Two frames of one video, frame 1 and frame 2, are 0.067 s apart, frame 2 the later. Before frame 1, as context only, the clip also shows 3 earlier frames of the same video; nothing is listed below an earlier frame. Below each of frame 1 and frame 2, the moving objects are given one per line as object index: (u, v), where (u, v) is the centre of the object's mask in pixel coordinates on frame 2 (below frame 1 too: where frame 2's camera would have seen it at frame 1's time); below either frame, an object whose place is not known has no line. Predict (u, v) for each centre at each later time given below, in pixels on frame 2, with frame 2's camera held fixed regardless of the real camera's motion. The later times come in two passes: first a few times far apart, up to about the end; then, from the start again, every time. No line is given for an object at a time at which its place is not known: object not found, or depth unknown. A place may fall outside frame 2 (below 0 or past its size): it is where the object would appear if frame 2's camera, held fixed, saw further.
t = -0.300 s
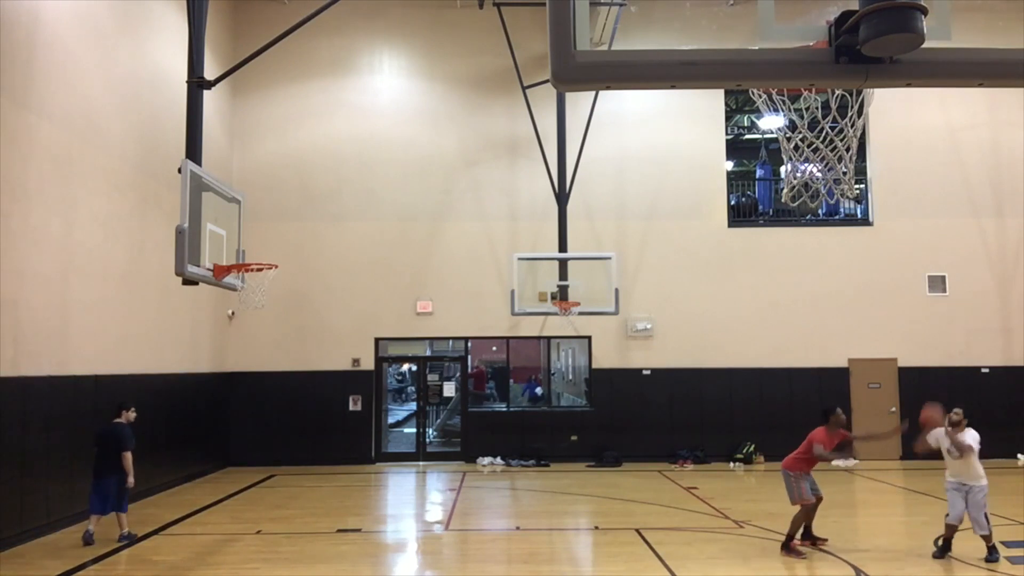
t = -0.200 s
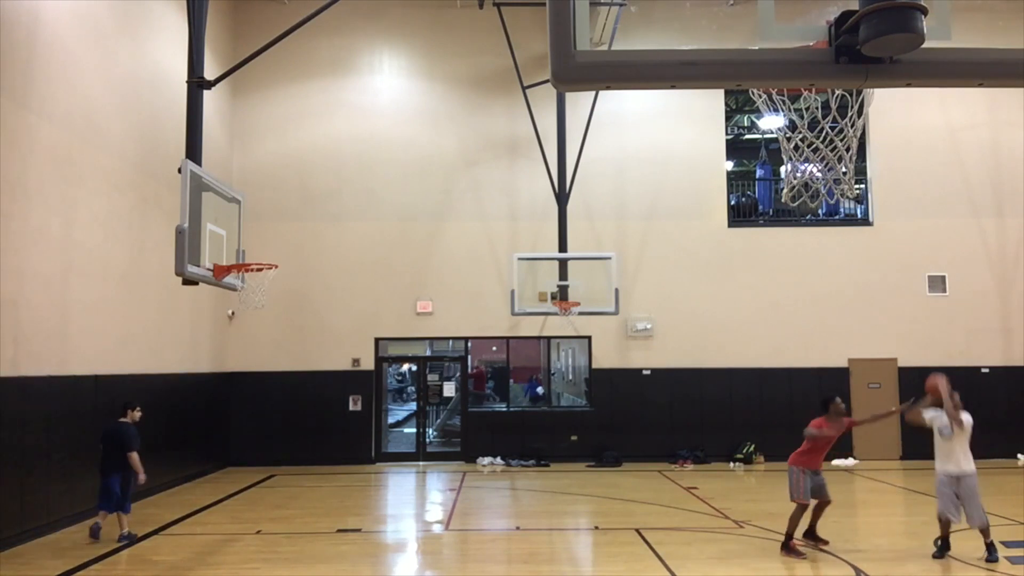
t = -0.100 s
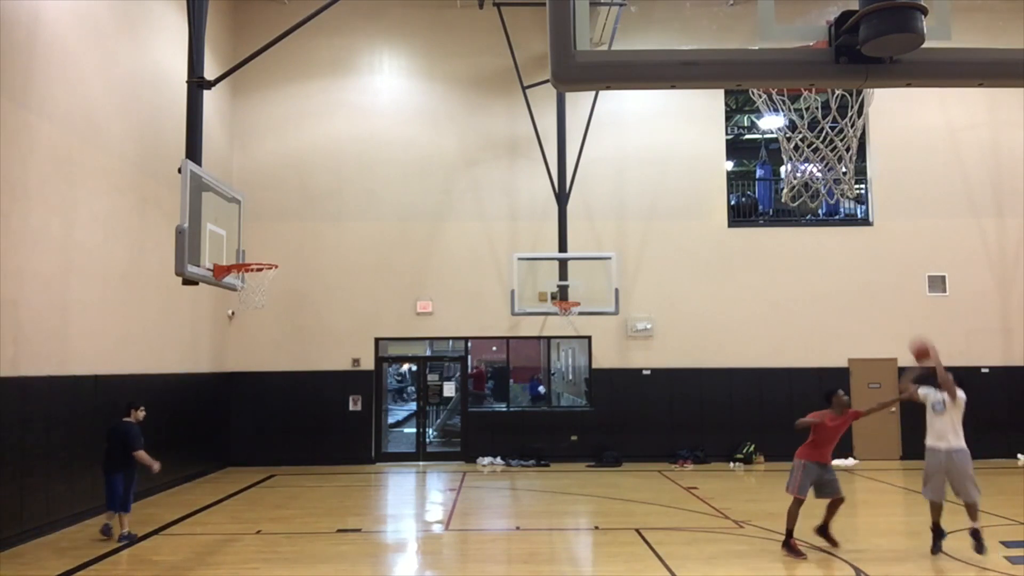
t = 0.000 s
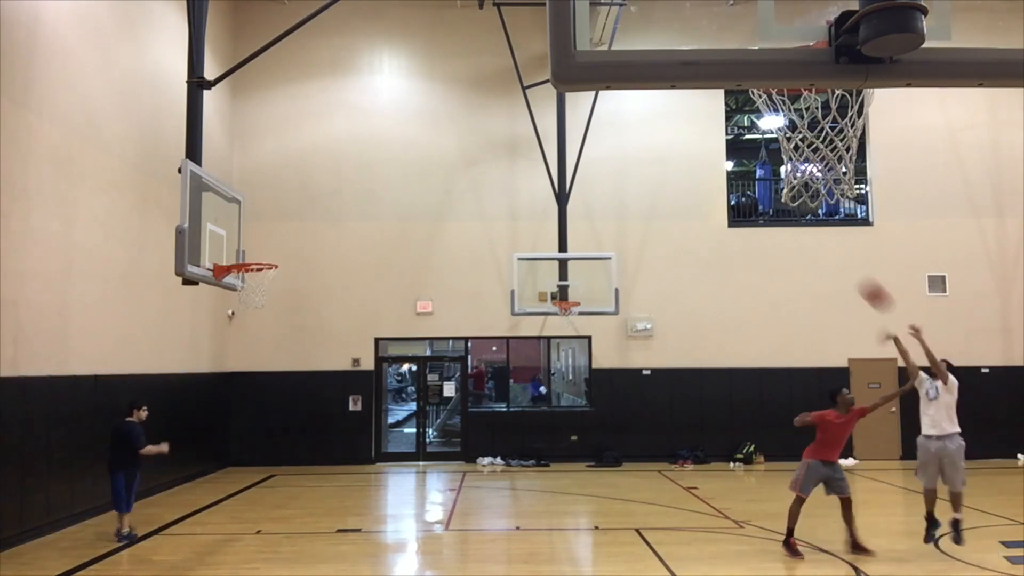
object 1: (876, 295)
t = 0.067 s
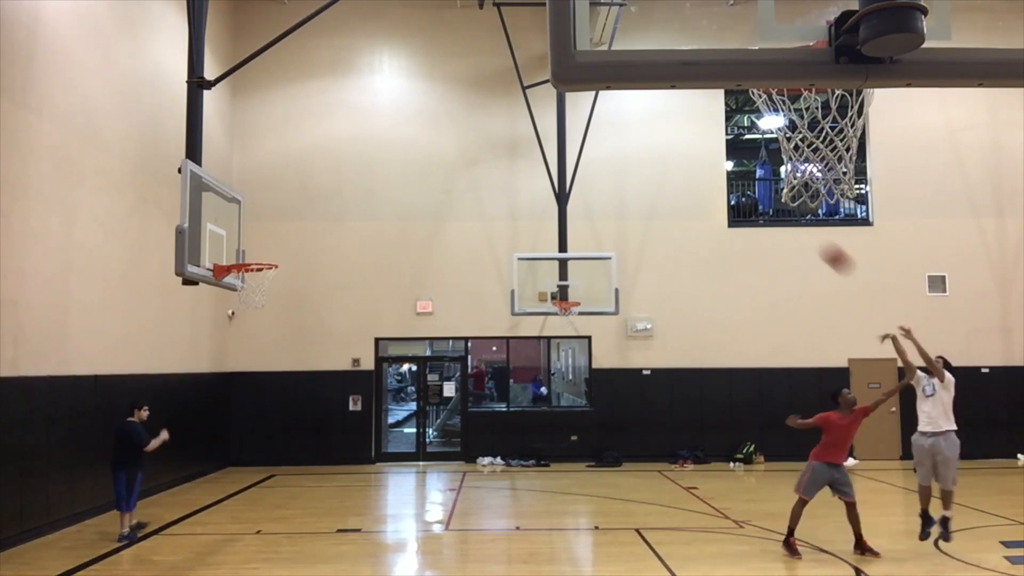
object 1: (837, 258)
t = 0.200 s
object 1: (760, 196)
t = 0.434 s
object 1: (631, 135)
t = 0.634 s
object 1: (527, 121)
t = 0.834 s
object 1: (426, 140)
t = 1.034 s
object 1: (326, 195)
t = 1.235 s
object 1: (251, 270)
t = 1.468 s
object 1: (274, 323)
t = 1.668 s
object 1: (290, 400)
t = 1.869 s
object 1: (302, 509)
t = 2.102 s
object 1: (305, 454)
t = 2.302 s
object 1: (303, 403)
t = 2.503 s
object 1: (301, 385)
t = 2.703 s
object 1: (298, 399)
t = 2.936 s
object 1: (295, 454)
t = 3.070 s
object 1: (291, 507)
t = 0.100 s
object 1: (818, 242)
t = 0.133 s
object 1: (796, 224)
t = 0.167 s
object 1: (782, 212)
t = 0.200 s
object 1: (760, 196)
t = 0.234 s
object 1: (740, 184)
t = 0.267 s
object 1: (722, 175)
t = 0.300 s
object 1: (704, 165)
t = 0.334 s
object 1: (685, 156)
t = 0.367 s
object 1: (667, 148)
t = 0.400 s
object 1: (649, 141)
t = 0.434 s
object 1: (631, 135)
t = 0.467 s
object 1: (614, 130)
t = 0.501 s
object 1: (597, 126)
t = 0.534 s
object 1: (578, 123)
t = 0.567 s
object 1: (563, 121)
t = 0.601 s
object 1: (545, 120)
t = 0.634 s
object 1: (527, 121)
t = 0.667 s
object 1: (510, 122)
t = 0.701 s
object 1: (493, 124)
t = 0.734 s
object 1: (476, 127)
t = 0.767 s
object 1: (459, 130)
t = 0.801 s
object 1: (443, 134)
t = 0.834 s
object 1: (426, 140)
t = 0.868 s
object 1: (409, 147)
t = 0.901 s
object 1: (393, 154)
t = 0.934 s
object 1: (376, 163)
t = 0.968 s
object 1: (360, 172)
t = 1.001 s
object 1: (344, 183)
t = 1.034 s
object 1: (326, 195)
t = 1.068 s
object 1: (309, 207)
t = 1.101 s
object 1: (293, 221)
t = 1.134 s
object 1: (275, 236)
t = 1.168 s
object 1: (261, 249)
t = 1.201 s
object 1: (247, 264)
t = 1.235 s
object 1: (251, 270)
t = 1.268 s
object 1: (256, 276)
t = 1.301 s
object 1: (261, 284)
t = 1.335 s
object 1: (264, 291)
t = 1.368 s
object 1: (267, 297)
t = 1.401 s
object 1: (270, 305)
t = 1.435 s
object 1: (272, 313)
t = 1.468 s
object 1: (274, 323)
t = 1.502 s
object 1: (277, 334)
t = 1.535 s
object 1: (280, 345)
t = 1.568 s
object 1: (282, 357)
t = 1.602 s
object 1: (285, 372)
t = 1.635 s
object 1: (287, 386)
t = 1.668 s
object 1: (290, 400)
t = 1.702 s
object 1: (292, 416)
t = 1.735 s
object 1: (294, 432)
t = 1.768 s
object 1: (296, 449)
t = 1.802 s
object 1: (298, 464)
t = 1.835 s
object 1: (300, 488)
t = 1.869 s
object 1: (302, 509)
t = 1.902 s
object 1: (304, 532)
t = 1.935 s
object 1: (305, 533)
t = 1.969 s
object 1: (305, 514)
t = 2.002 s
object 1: (305, 498)
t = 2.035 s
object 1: (305, 483)
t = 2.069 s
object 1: (305, 466)
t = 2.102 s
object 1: (305, 454)
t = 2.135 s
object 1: (305, 445)
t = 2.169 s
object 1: (304, 435)
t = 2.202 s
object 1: (304, 425)
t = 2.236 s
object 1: (304, 417)
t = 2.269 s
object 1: (303, 410)
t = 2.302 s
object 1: (303, 403)
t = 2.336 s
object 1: (303, 398)
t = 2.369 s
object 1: (302, 393)
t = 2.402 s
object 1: (302, 390)
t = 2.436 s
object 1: (302, 388)
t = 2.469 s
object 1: (301, 386)
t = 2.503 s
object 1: (301, 385)
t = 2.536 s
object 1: (300, 385)
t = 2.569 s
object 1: (300, 386)
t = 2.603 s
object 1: (299, 388)
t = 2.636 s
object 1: (299, 391)
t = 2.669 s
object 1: (299, 395)
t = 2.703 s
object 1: (298, 399)
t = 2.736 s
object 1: (298, 405)
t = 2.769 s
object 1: (297, 411)
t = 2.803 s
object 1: (297, 418)
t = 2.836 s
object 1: (296, 426)
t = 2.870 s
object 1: (296, 434)
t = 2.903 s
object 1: (295, 445)
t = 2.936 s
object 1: (295, 454)
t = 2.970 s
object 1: (294, 464)
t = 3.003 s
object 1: (293, 478)
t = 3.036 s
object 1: (292, 491)
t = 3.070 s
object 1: (291, 507)
